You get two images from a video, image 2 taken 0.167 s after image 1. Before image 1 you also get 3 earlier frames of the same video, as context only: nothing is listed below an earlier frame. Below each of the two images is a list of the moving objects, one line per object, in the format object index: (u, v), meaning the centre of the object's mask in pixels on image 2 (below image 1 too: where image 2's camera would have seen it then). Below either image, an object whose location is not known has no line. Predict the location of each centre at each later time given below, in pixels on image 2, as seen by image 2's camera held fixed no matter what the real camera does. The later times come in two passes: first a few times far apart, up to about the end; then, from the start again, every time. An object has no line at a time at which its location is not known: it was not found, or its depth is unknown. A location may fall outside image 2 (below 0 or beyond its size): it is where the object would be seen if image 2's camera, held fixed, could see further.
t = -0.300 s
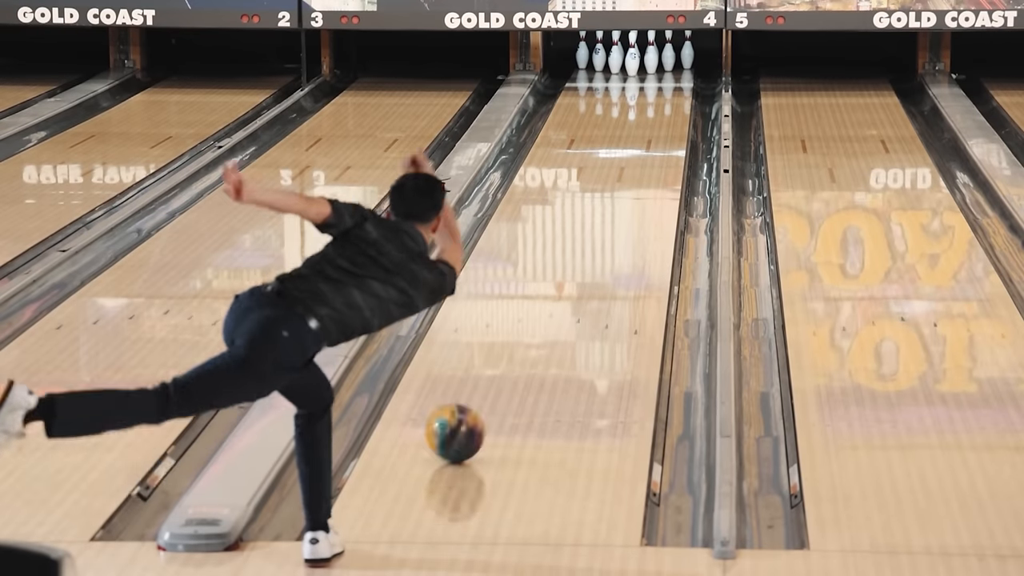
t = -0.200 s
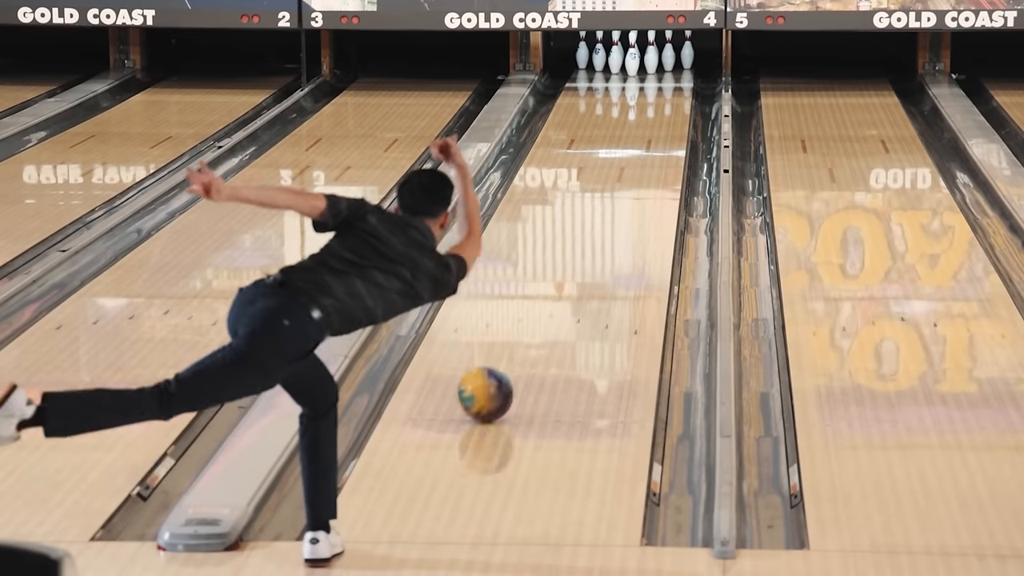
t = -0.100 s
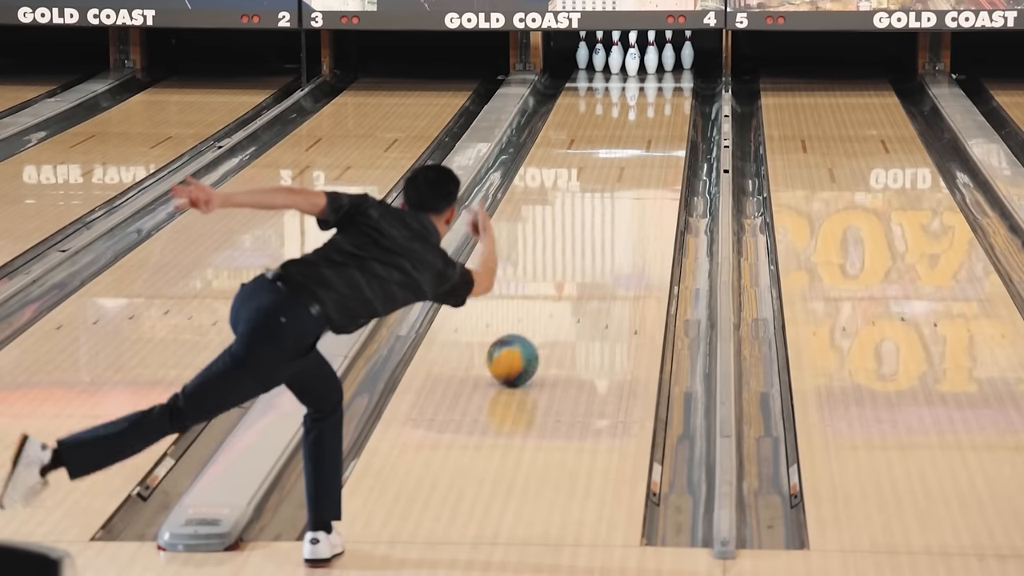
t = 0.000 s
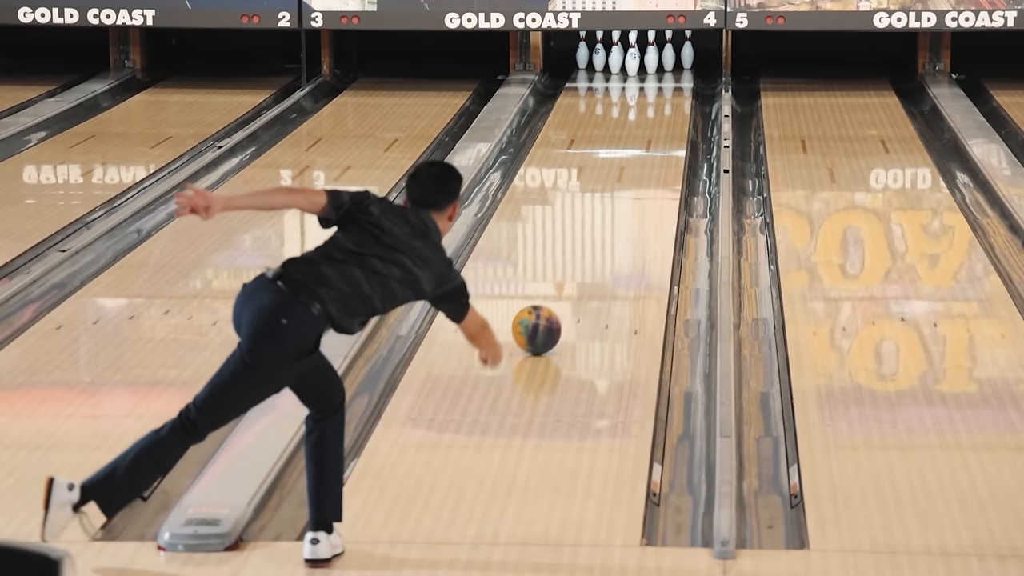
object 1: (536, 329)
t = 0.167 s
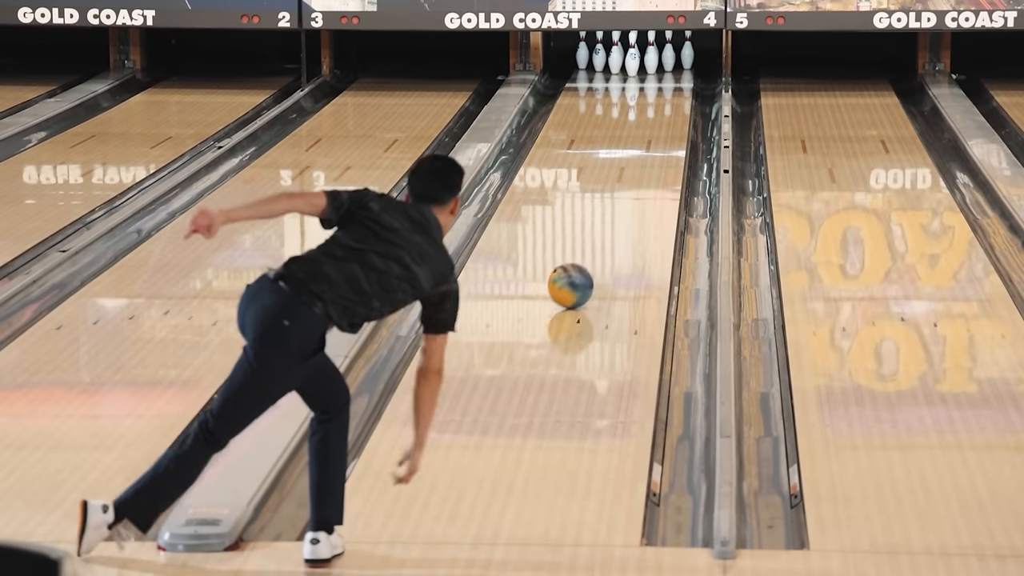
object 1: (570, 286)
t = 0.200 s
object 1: (576, 278)
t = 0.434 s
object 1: (614, 230)
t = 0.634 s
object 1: (639, 197)
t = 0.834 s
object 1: (657, 170)
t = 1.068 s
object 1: (673, 142)
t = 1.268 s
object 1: (679, 121)
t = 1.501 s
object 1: (677, 100)
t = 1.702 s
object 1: (670, 85)
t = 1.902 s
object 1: (659, 70)
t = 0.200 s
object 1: (576, 278)
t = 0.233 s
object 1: (582, 270)
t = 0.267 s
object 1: (588, 263)
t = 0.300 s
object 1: (593, 256)
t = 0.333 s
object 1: (599, 249)
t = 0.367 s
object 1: (604, 243)
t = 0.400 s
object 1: (609, 236)
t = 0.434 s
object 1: (614, 230)
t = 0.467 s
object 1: (618, 224)
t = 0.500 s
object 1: (623, 219)
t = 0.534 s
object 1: (627, 213)
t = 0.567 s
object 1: (631, 207)
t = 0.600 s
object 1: (635, 202)
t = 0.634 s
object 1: (639, 197)
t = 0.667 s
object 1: (642, 192)
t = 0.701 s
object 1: (645, 187)
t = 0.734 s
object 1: (649, 183)
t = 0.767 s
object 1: (652, 178)
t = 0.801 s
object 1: (655, 173)
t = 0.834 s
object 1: (657, 170)
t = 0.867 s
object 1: (660, 165)
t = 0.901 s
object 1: (663, 161)
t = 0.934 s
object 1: (666, 158)
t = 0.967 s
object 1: (667, 152)
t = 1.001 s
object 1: (669, 149)
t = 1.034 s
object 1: (671, 145)
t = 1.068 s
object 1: (673, 142)
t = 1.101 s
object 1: (675, 138)
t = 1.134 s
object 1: (676, 134)
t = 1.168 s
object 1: (677, 131)
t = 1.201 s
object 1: (678, 127)
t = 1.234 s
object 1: (678, 125)
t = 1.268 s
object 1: (679, 121)
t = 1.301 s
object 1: (679, 117)
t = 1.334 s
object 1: (679, 115)
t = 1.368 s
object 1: (680, 112)
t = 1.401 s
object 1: (679, 108)
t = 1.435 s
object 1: (678, 106)
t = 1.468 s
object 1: (678, 103)
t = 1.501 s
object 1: (677, 100)
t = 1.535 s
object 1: (677, 97)
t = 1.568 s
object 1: (677, 95)
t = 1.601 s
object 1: (675, 92)
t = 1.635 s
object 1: (673, 89)
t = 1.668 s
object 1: (672, 87)
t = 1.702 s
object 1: (670, 85)
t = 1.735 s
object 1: (669, 83)
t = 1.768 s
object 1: (666, 80)
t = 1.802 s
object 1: (664, 77)
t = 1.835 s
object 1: (663, 75)
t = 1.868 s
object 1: (661, 73)
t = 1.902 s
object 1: (659, 70)
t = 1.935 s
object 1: (657, 68)
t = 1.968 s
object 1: (655, 66)
